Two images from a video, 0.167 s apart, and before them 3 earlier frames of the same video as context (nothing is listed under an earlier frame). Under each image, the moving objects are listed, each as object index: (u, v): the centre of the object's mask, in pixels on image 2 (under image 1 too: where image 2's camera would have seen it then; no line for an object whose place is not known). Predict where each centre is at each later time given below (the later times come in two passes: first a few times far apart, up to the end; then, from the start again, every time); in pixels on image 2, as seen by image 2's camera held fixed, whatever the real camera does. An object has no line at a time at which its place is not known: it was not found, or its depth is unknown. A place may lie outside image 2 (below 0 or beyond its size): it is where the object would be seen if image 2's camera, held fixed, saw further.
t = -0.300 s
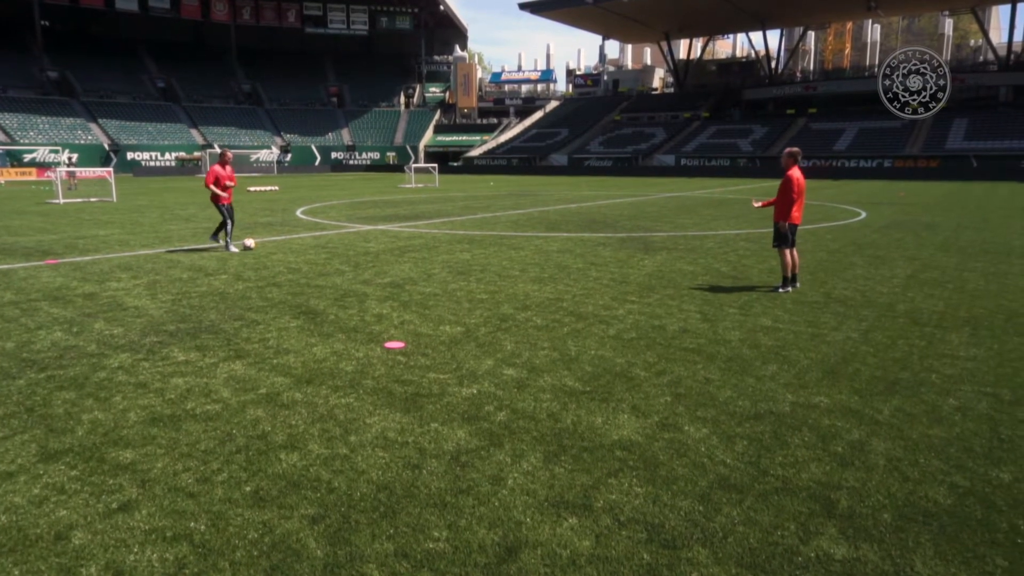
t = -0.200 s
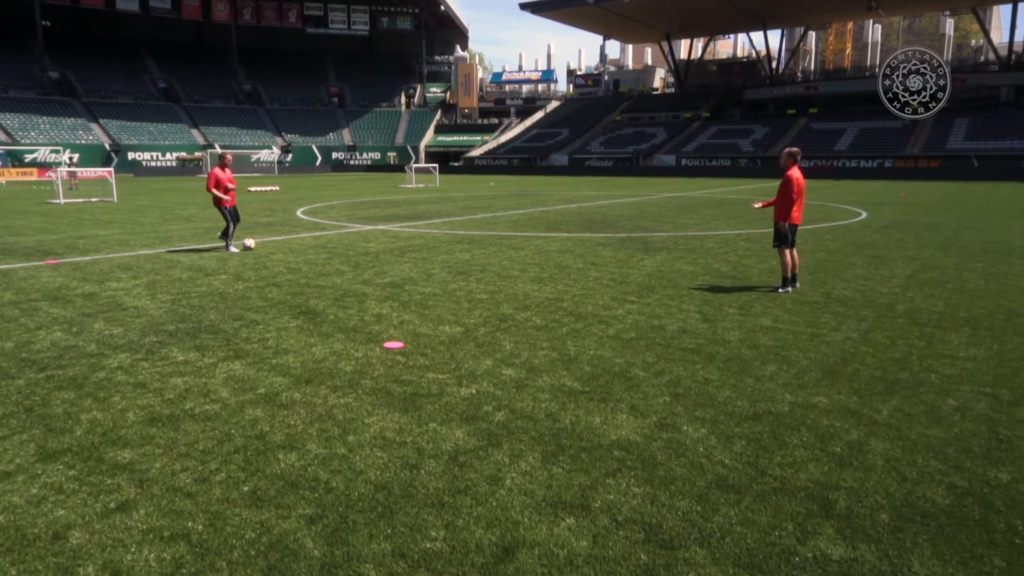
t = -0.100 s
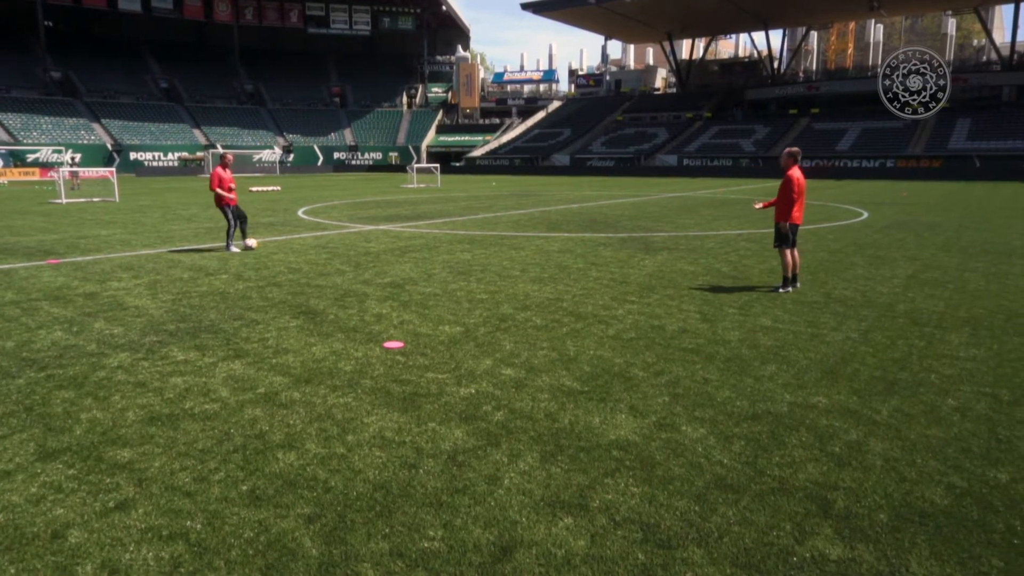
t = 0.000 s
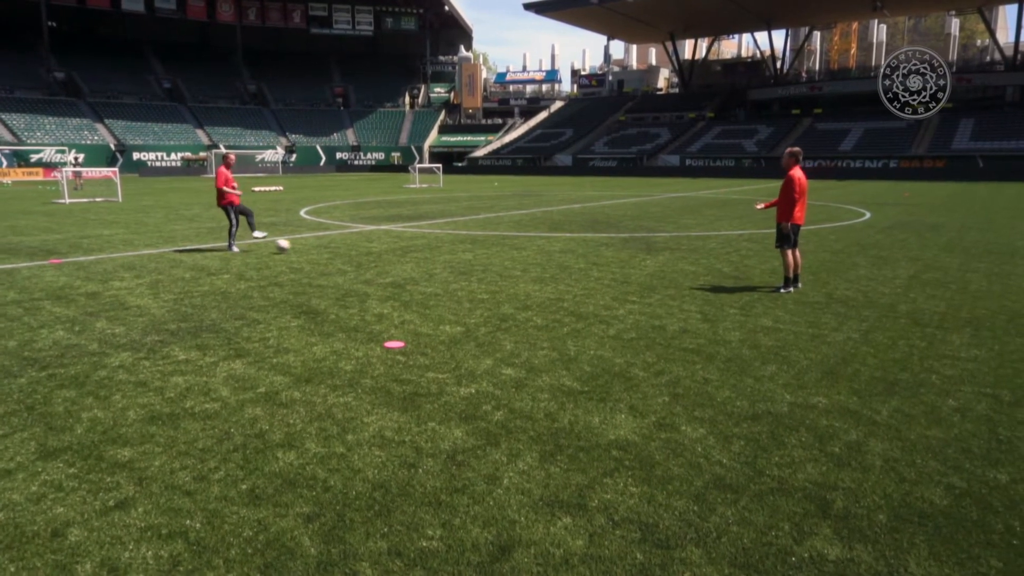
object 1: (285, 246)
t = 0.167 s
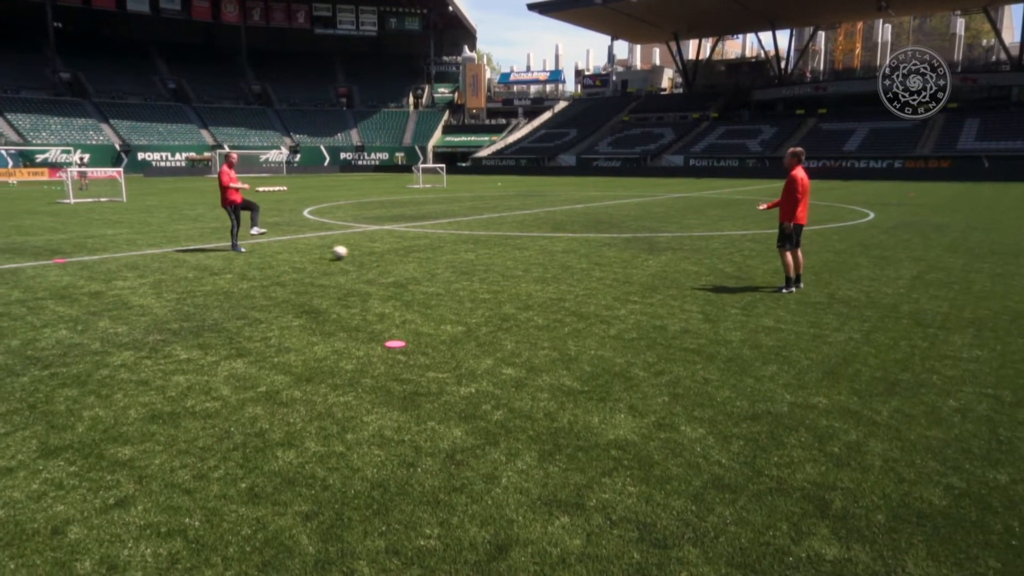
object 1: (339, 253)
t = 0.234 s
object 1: (361, 255)
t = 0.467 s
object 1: (435, 266)
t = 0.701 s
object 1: (505, 273)
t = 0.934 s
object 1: (576, 281)
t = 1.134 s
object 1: (641, 289)
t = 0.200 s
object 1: (350, 253)
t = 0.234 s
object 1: (361, 255)
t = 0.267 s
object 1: (373, 257)
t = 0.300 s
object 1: (384, 259)
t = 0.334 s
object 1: (394, 260)
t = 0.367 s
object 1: (404, 261)
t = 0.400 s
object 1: (415, 262)
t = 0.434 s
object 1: (424, 264)
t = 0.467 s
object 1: (435, 266)
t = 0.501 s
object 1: (446, 266)
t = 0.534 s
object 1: (455, 267)
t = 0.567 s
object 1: (465, 269)
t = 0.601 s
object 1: (475, 270)
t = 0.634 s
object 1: (485, 272)
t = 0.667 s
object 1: (495, 272)
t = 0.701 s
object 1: (505, 273)
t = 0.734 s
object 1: (515, 274)
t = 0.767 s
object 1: (524, 276)
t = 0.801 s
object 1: (534, 277)
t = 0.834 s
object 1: (545, 278)
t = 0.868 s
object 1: (555, 279)
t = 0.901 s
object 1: (566, 280)
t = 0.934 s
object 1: (576, 281)
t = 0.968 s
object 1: (586, 282)
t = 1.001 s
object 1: (597, 284)
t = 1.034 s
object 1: (608, 285)
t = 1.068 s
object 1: (618, 287)
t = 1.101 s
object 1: (630, 287)
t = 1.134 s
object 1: (641, 289)
